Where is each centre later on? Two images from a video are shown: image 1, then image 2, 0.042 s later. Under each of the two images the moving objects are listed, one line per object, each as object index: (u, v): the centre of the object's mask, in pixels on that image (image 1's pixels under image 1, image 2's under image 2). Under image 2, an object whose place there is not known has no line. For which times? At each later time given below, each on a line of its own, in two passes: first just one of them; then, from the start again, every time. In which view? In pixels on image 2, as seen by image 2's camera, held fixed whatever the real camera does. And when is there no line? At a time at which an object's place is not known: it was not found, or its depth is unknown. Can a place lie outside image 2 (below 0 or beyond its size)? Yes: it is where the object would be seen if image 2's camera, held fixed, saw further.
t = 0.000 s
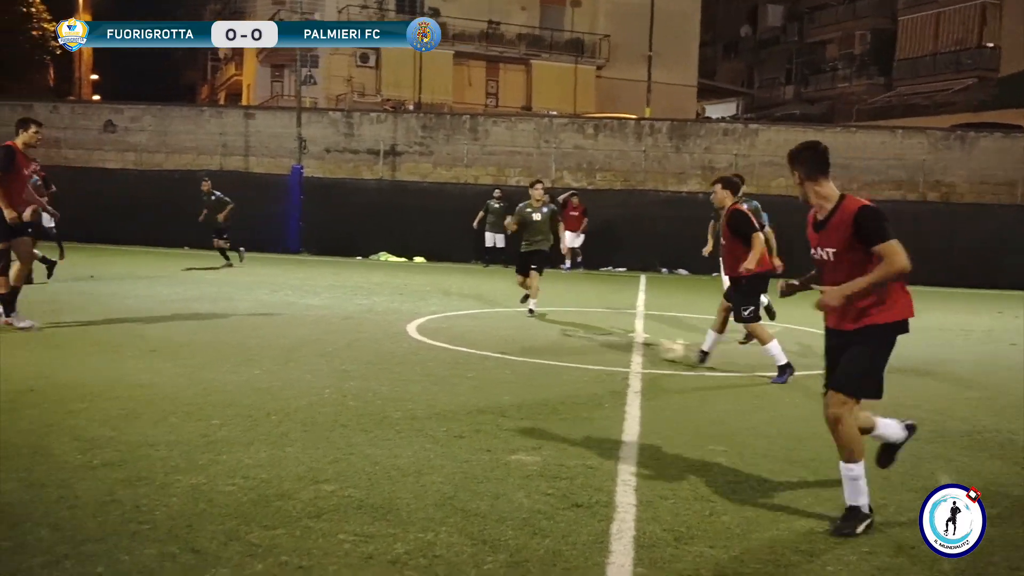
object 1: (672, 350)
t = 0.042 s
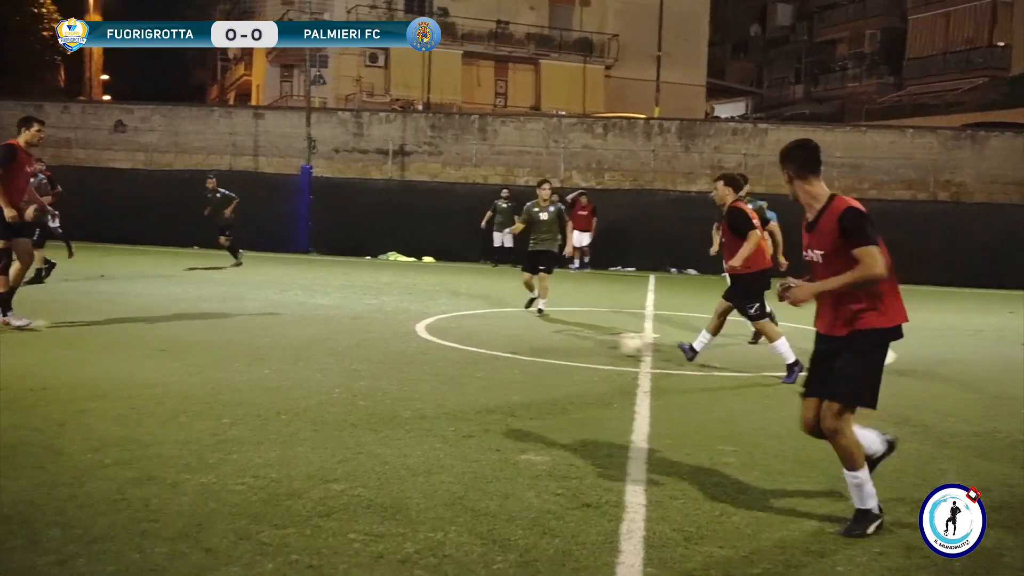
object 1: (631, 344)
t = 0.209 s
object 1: (436, 339)
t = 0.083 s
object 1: (581, 341)
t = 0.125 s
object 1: (531, 340)
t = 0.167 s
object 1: (482, 341)
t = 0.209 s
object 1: (436, 339)
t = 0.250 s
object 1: (392, 335)
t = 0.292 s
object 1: (348, 334)
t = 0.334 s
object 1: (305, 334)
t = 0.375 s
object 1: (268, 329)
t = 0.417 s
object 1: (232, 325)
